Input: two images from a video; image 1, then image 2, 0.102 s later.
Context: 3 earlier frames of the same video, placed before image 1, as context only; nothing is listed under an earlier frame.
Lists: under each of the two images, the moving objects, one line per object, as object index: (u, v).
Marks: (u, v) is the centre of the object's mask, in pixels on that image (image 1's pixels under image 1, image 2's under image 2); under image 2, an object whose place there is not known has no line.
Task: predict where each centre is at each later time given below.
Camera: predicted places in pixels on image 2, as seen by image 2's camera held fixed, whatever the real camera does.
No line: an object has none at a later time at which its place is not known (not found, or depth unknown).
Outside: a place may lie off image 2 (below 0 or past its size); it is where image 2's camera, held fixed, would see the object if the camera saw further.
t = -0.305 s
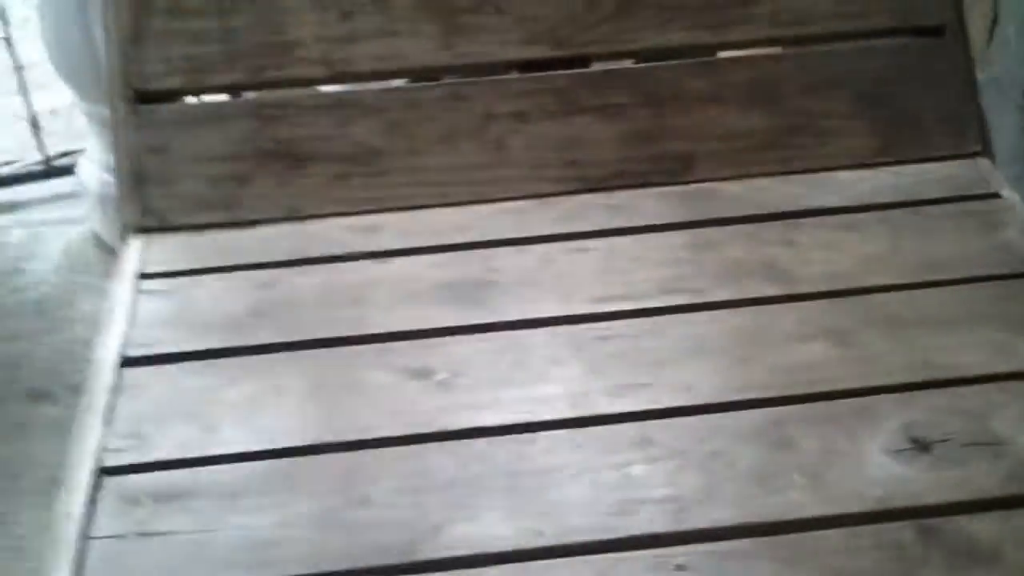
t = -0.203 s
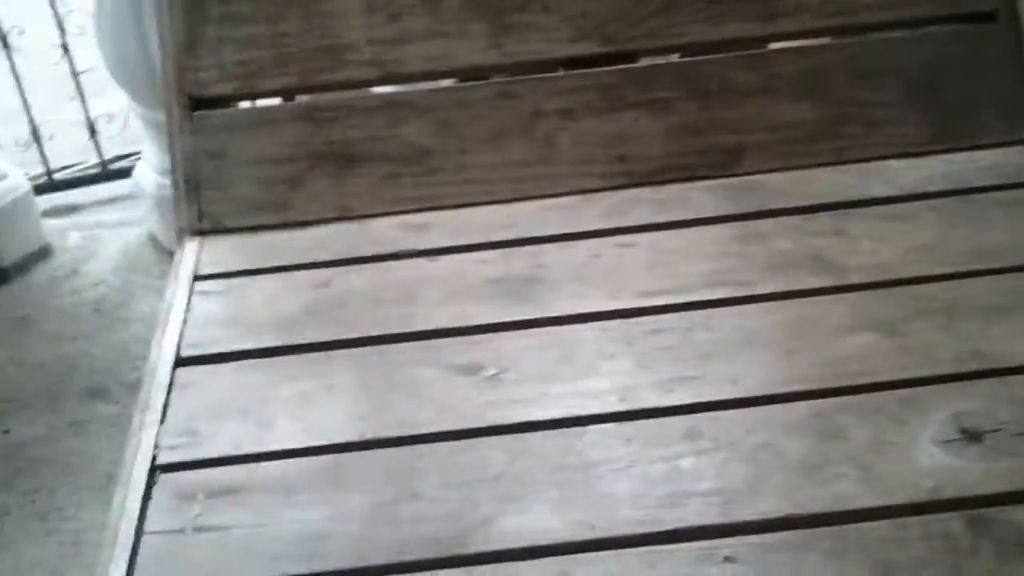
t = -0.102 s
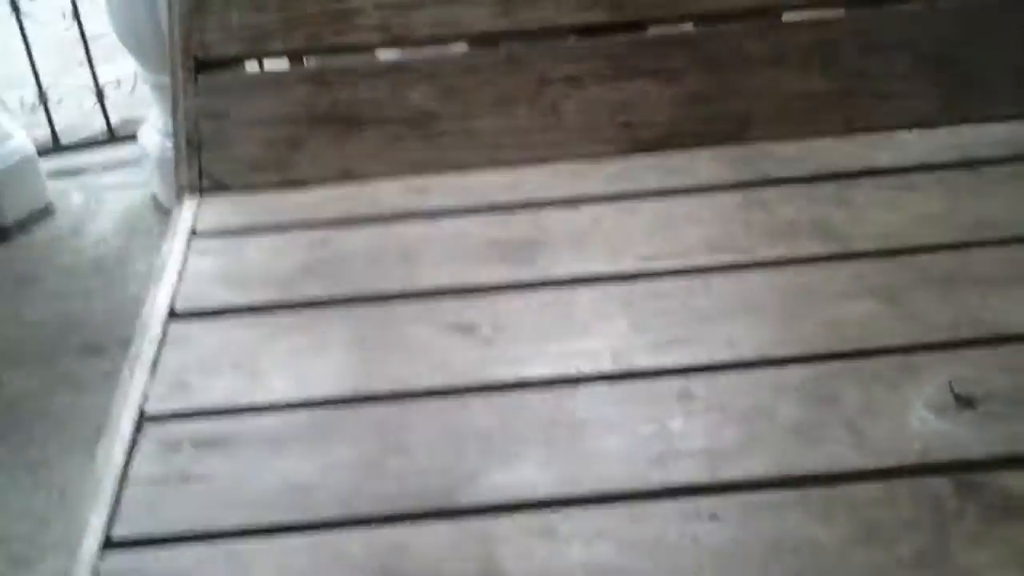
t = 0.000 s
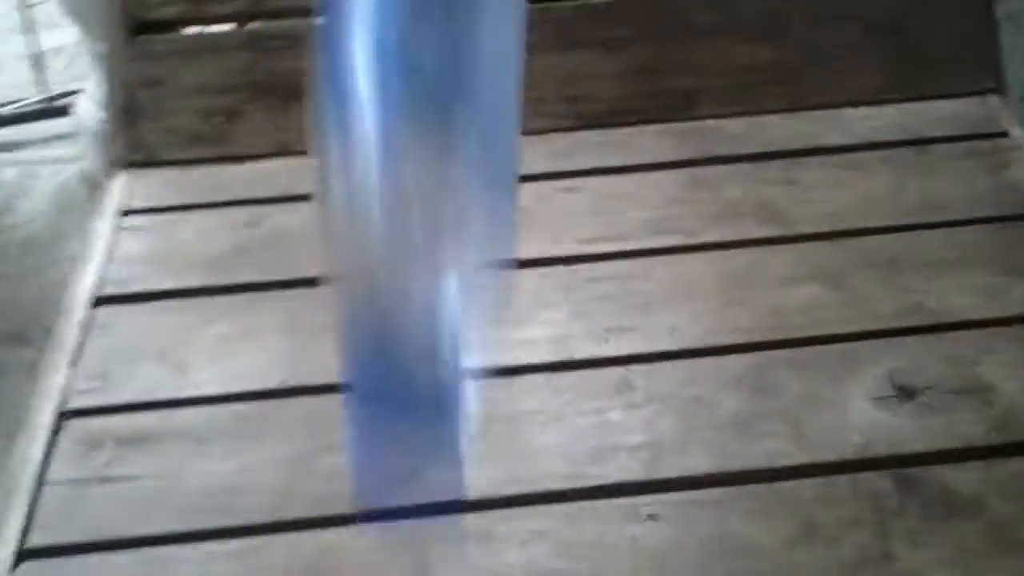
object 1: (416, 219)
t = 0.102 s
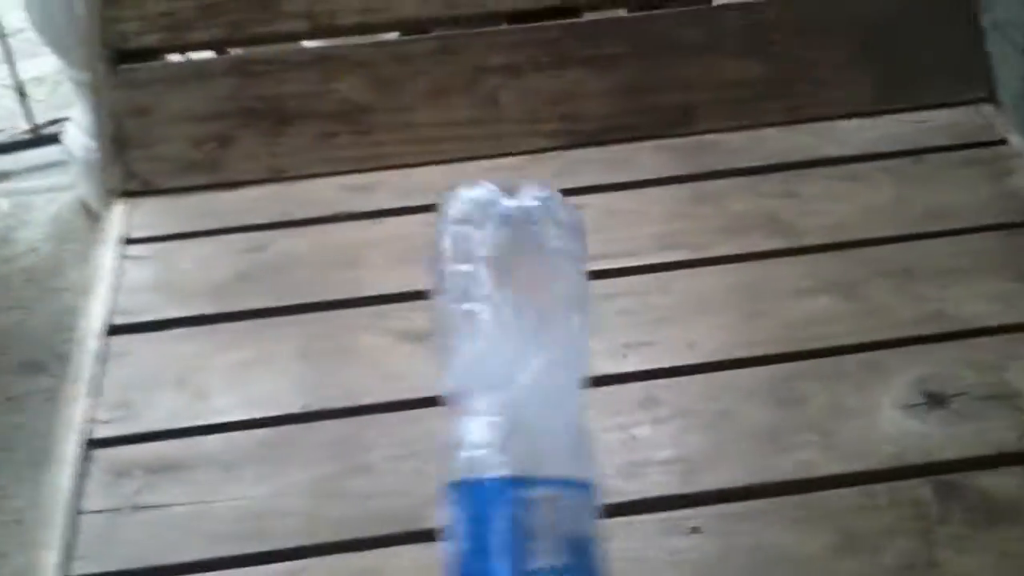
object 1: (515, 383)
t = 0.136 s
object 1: (539, 403)
